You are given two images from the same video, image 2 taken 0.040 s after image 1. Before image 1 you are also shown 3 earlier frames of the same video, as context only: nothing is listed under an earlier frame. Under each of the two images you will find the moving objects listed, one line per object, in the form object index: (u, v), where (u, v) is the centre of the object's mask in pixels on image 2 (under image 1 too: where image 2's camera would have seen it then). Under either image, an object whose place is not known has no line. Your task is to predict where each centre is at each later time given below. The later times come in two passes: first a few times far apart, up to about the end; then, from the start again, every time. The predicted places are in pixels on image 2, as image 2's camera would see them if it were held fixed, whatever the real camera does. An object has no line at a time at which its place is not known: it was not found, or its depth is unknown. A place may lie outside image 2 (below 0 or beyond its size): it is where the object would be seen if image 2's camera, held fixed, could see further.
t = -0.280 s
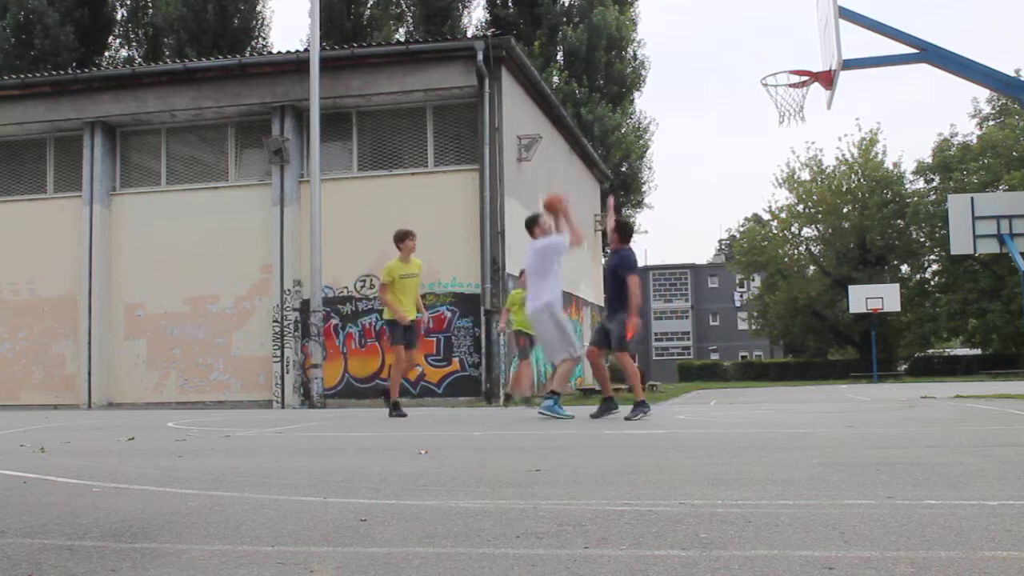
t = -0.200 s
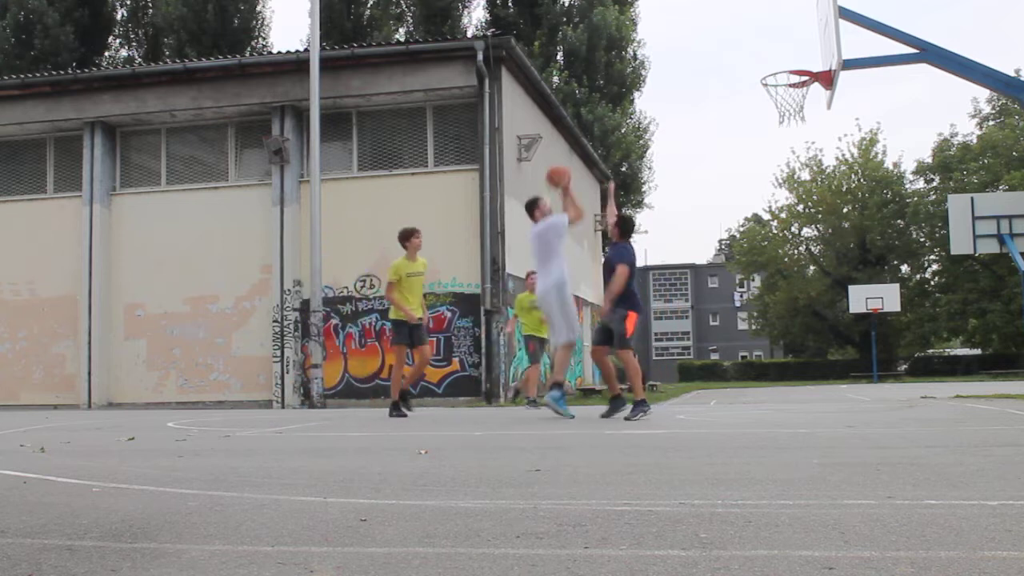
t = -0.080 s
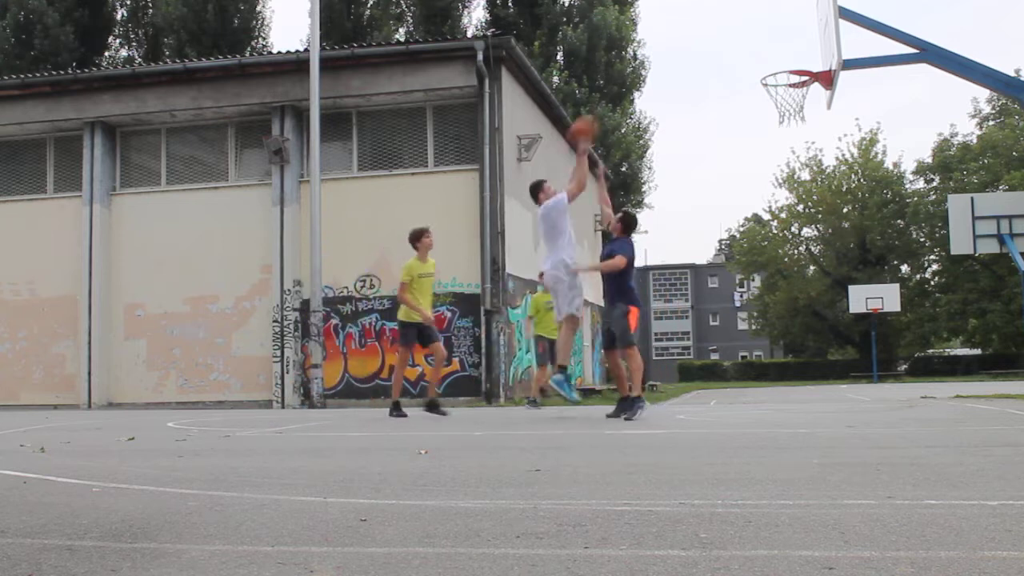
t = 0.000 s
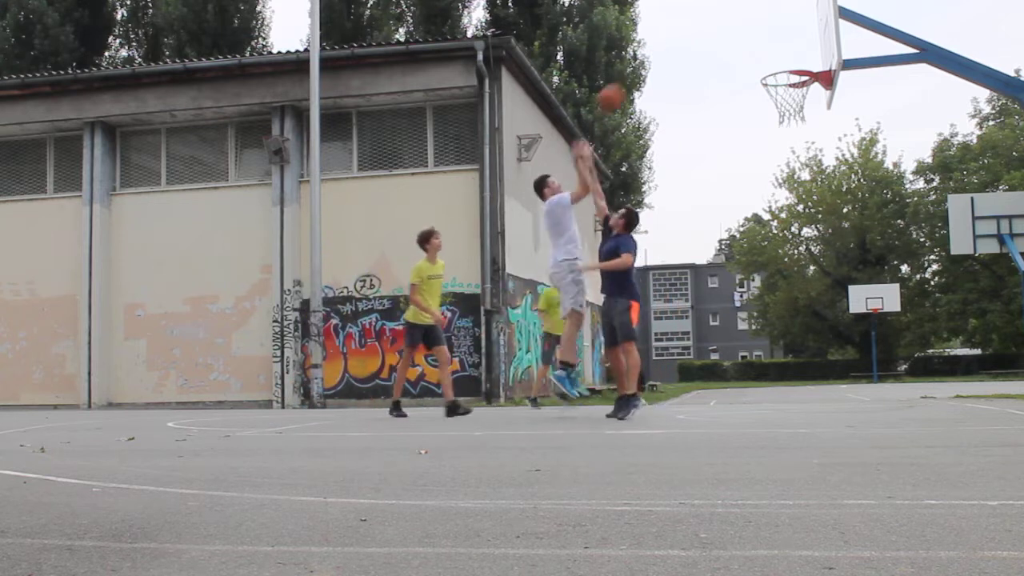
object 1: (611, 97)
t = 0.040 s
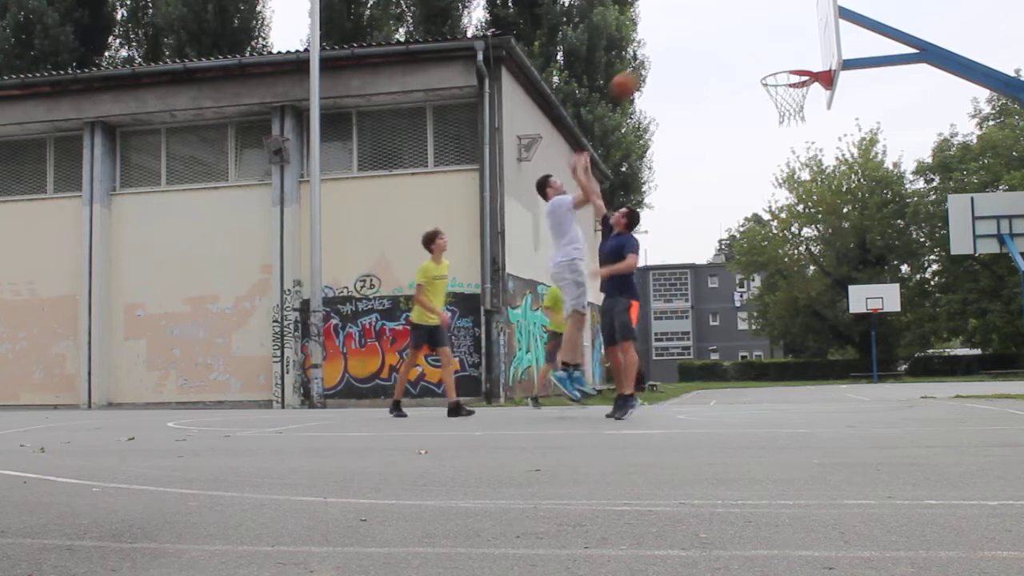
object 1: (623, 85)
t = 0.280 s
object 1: (710, 37)
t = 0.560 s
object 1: (813, 55)
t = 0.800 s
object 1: (785, 72)
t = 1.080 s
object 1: (781, 90)
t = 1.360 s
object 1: (778, 101)
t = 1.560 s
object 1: (799, 120)
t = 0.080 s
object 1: (637, 74)
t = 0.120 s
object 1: (651, 63)
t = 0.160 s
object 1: (667, 54)
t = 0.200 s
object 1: (681, 47)
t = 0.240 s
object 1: (695, 41)
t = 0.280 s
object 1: (710, 37)
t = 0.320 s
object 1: (725, 35)
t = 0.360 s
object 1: (740, 34)
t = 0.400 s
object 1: (754, 35)
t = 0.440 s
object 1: (769, 37)
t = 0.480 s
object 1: (784, 42)
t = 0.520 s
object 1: (800, 48)
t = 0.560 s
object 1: (813, 55)
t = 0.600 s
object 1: (805, 62)
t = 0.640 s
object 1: (793, 68)
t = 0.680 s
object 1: (783, 74)
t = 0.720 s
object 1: (776, 77)
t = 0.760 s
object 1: (781, 73)
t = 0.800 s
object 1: (785, 72)
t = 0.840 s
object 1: (789, 71)
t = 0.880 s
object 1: (793, 72)
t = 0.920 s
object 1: (796, 74)
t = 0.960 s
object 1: (798, 76)
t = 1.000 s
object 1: (793, 79)
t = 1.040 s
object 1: (786, 84)
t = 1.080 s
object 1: (781, 90)
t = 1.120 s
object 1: (776, 95)
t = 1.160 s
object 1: (773, 98)
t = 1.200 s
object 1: (772, 97)
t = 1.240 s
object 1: (772, 97)
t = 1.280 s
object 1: (774, 97)
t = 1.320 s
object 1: (775, 99)
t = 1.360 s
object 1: (778, 101)
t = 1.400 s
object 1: (782, 103)
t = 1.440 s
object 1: (787, 106)
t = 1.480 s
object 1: (791, 109)
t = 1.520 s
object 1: (795, 114)
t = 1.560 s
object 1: (799, 120)
